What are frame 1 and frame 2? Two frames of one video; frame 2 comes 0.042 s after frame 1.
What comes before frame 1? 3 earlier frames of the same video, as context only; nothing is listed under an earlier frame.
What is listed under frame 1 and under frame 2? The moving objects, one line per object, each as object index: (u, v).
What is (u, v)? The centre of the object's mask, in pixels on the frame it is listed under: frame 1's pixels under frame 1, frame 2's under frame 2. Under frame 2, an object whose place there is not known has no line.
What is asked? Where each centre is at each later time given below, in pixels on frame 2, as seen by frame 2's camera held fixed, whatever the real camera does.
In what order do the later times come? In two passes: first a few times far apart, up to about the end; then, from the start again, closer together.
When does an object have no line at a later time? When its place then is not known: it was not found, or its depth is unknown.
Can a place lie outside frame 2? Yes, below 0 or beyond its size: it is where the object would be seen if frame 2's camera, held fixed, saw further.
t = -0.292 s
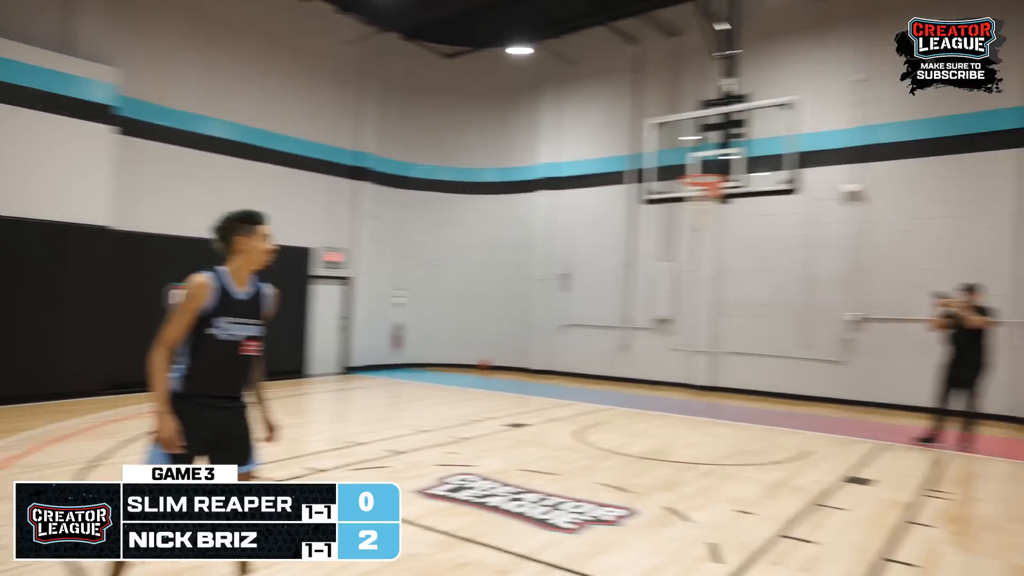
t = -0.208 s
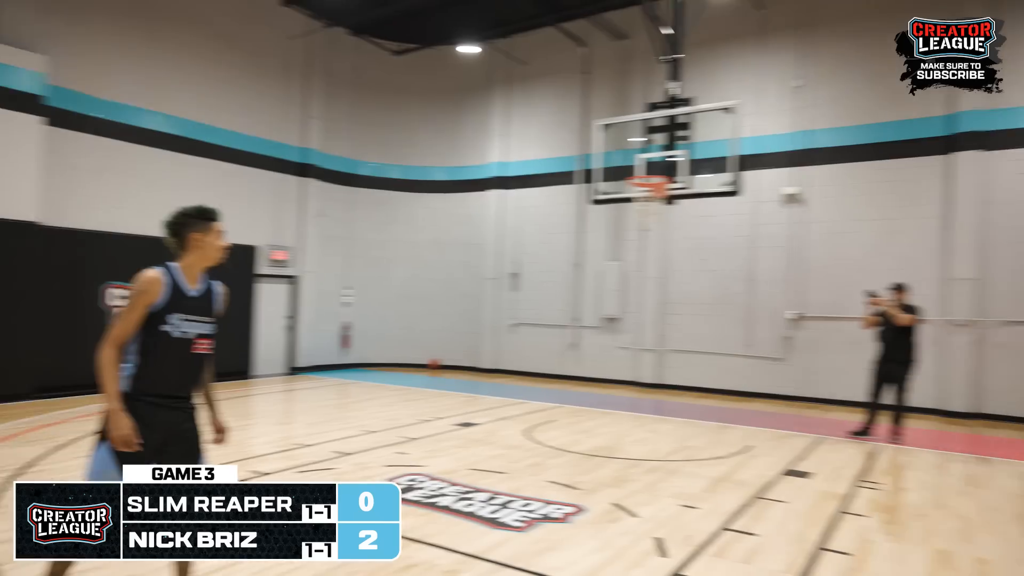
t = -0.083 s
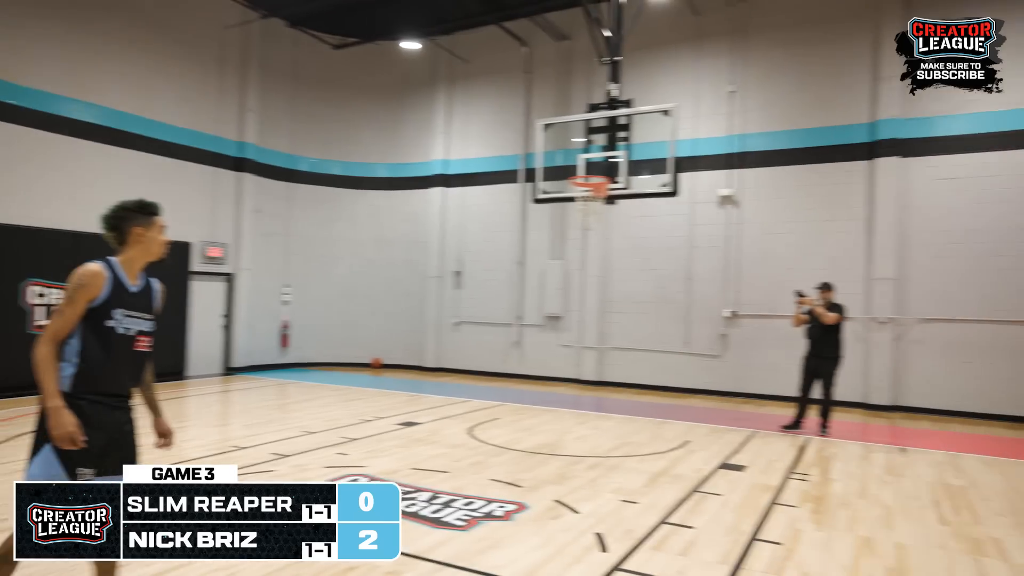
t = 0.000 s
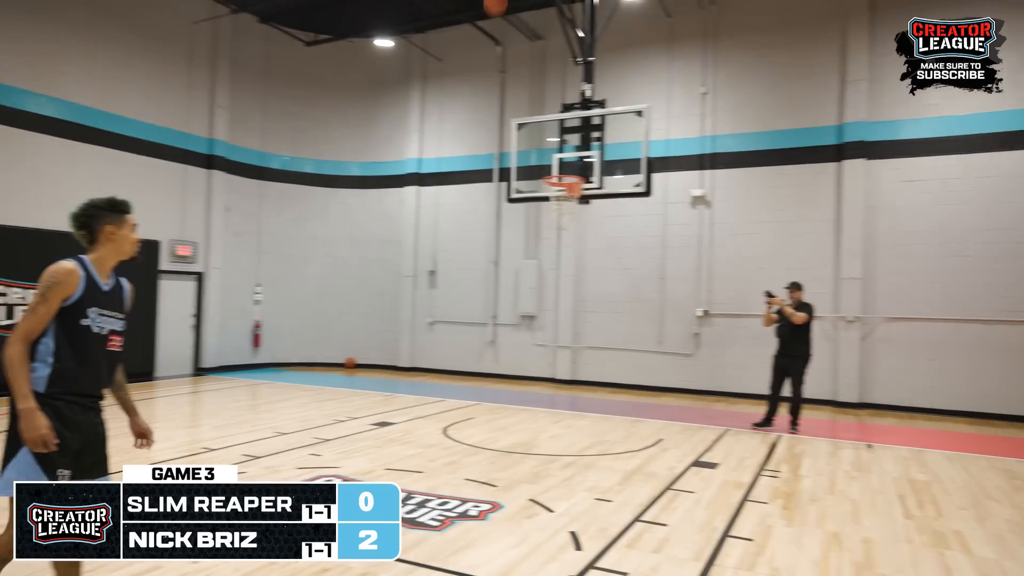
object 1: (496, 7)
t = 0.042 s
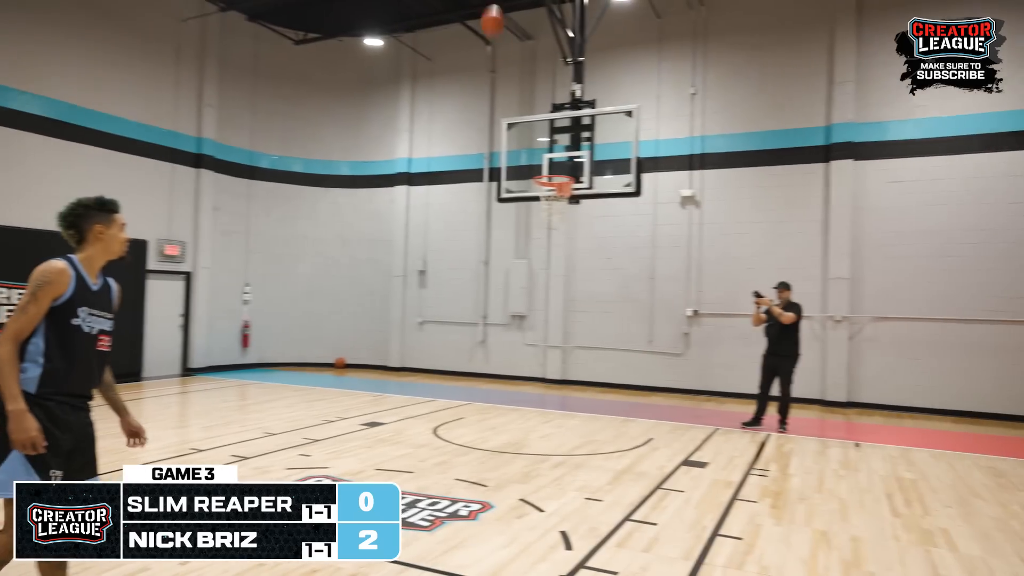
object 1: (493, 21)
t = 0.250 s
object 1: (521, 136)
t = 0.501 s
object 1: (449, 188)
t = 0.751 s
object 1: (344, 252)
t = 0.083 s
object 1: (499, 43)
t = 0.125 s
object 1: (505, 65)
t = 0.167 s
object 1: (510, 89)
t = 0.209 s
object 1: (515, 110)
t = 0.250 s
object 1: (521, 136)
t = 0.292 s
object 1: (526, 163)
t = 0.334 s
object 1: (520, 173)
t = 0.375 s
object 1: (502, 175)
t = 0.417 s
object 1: (484, 178)
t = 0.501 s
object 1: (449, 188)
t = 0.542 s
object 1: (431, 196)
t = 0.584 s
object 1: (413, 204)
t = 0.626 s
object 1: (396, 214)
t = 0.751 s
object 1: (344, 252)
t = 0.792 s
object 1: (327, 267)
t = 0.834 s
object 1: (310, 283)
